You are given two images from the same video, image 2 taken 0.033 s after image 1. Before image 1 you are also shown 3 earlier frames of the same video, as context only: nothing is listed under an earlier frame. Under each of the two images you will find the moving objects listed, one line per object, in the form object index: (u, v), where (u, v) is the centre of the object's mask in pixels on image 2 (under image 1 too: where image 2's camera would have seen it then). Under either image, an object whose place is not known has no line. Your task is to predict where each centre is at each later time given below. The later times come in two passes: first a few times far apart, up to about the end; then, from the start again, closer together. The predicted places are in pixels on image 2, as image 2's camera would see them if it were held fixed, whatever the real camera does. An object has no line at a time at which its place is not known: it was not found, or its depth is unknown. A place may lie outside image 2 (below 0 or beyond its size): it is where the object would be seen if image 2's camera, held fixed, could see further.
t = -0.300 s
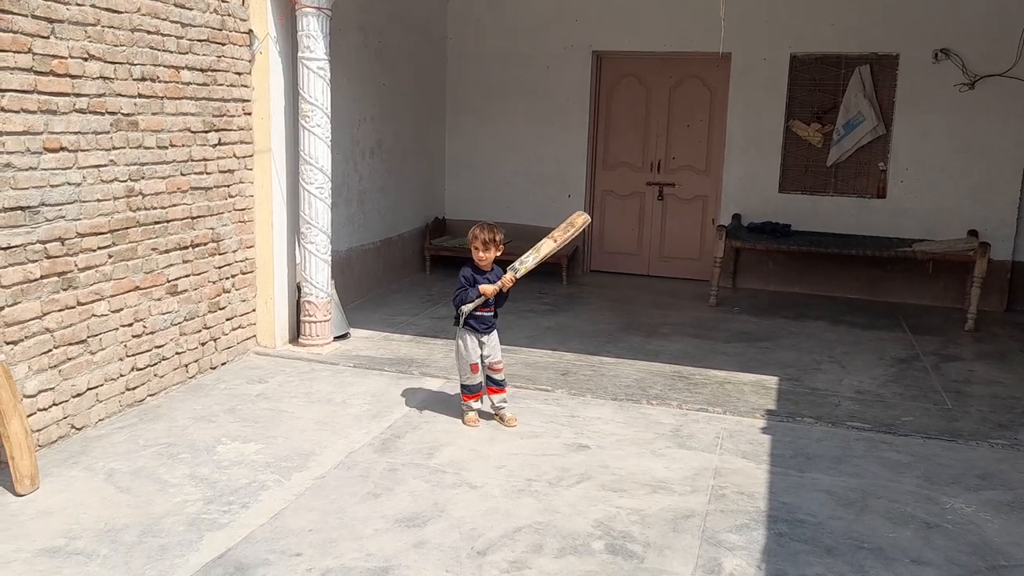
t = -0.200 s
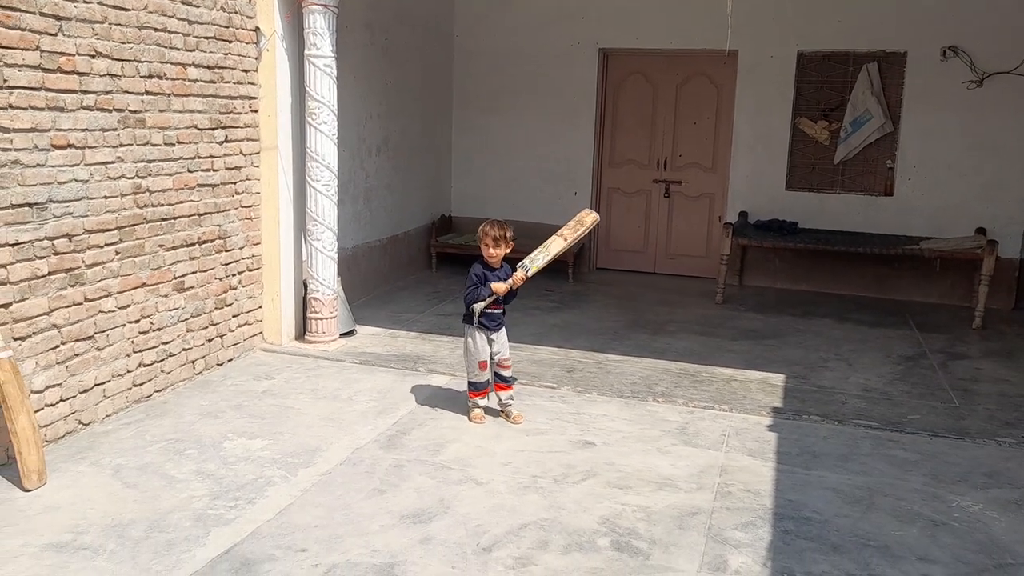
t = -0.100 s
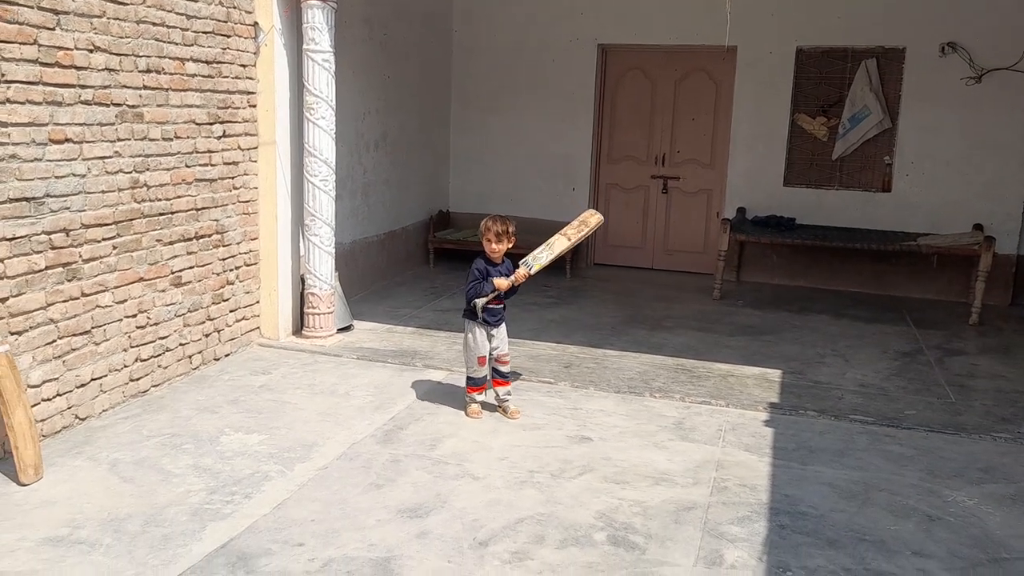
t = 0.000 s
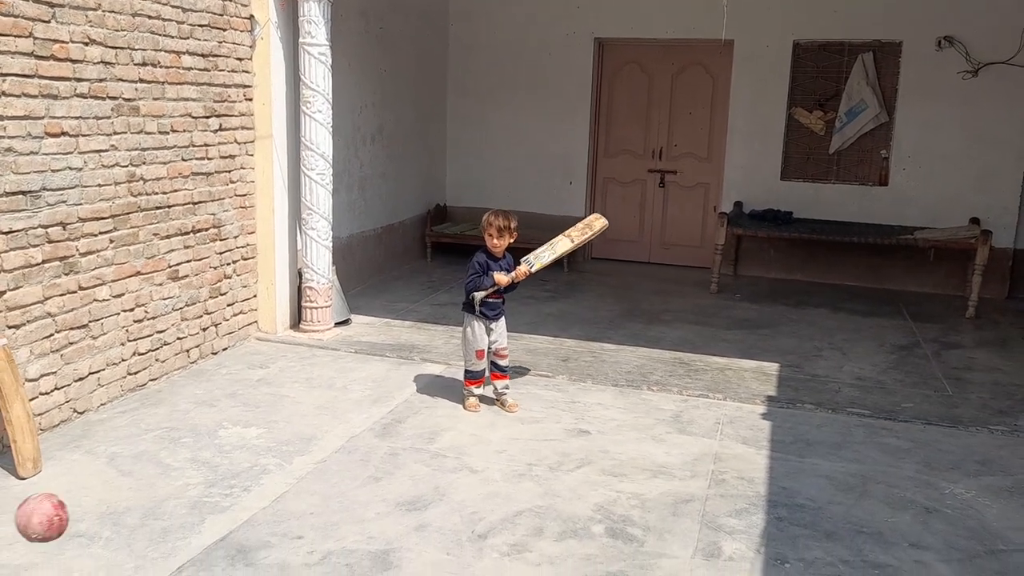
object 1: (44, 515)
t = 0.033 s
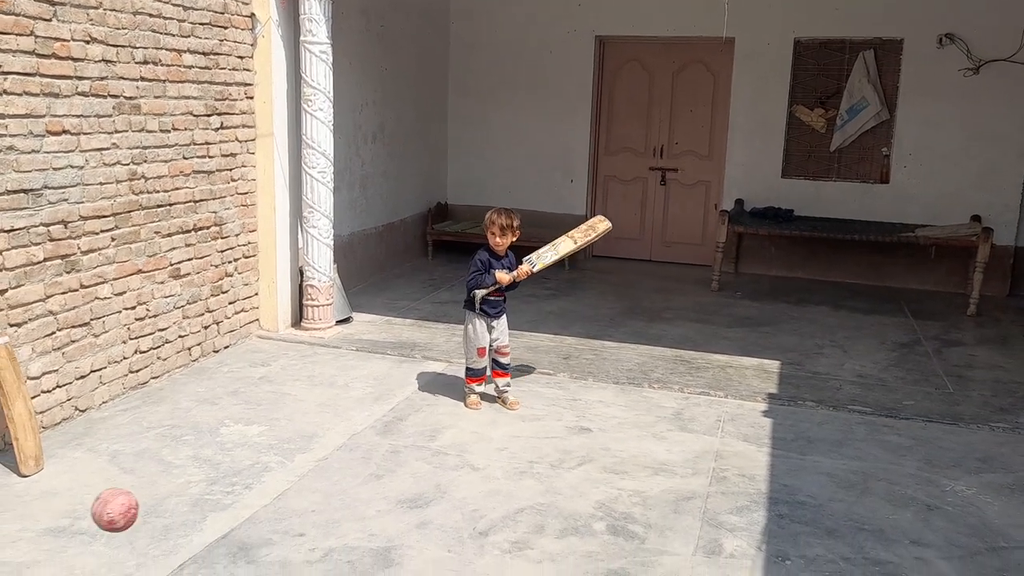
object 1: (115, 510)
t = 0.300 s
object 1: (397, 563)
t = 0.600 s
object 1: (503, 414)
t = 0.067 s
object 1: (173, 511)
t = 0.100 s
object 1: (222, 518)
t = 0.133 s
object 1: (264, 528)
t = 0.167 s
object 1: (300, 541)
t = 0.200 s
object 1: (331, 557)
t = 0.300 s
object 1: (397, 563)
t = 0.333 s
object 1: (412, 530)
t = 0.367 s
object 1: (426, 502)
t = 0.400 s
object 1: (439, 477)
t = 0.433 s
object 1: (451, 458)
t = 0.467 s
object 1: (463, 442)
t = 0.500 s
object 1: (474, 430)
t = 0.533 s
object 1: (484, 421)
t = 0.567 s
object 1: (493, 416)
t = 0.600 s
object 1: (503, 414)
